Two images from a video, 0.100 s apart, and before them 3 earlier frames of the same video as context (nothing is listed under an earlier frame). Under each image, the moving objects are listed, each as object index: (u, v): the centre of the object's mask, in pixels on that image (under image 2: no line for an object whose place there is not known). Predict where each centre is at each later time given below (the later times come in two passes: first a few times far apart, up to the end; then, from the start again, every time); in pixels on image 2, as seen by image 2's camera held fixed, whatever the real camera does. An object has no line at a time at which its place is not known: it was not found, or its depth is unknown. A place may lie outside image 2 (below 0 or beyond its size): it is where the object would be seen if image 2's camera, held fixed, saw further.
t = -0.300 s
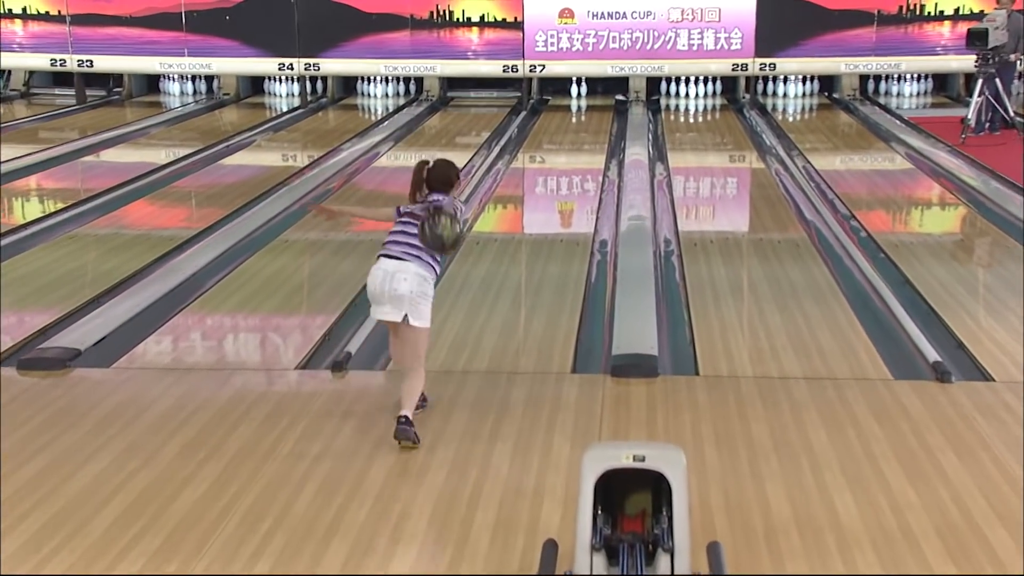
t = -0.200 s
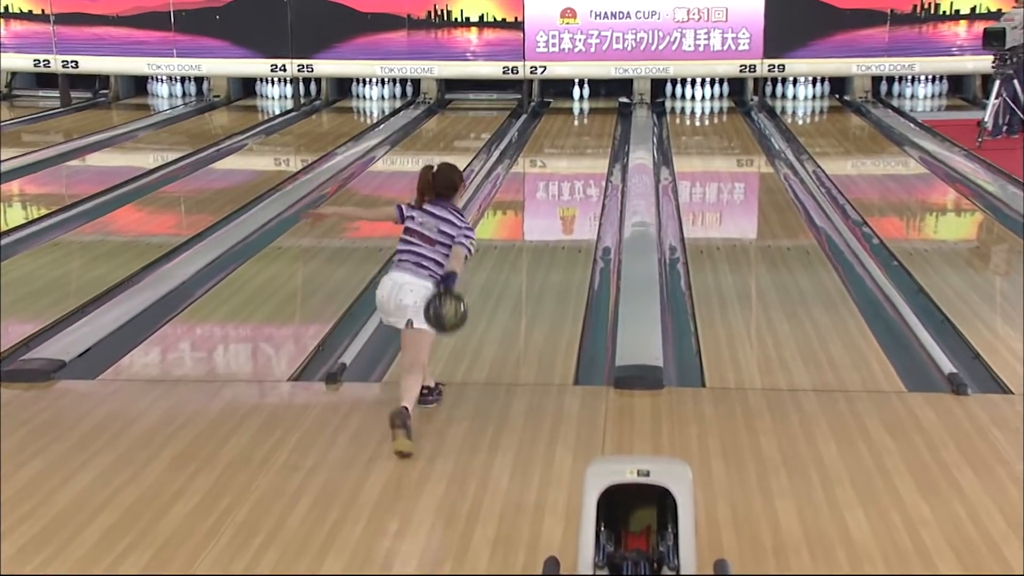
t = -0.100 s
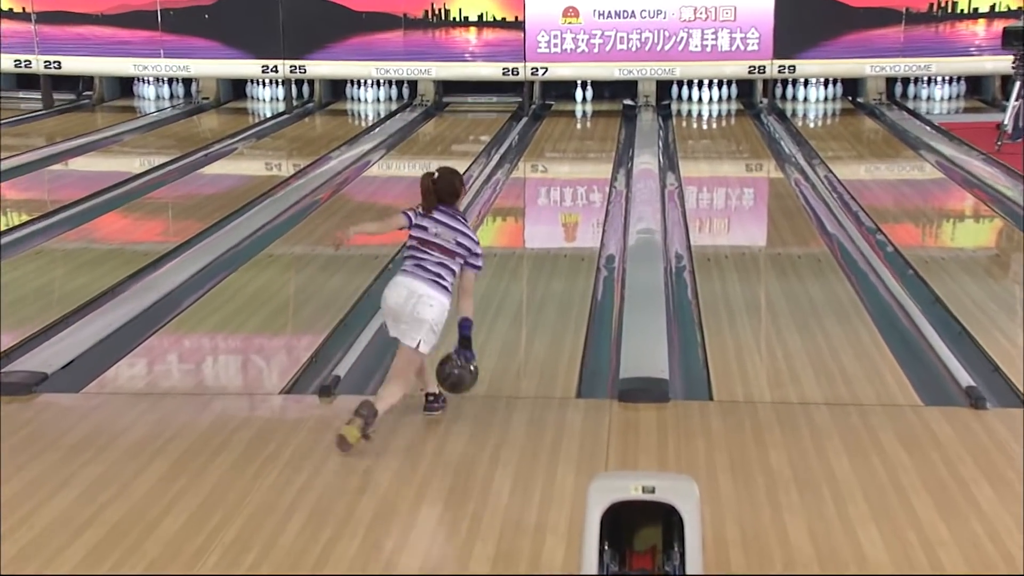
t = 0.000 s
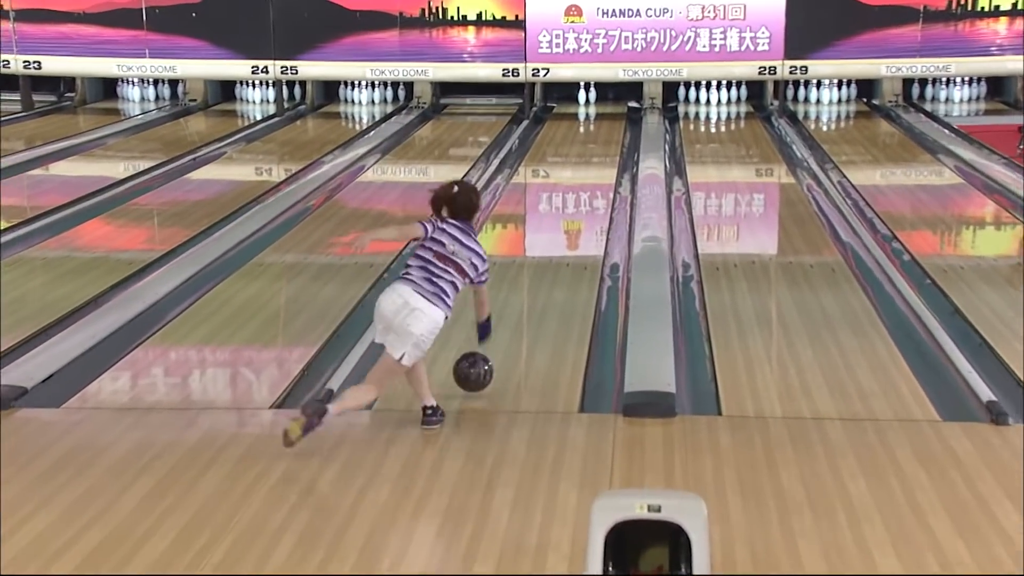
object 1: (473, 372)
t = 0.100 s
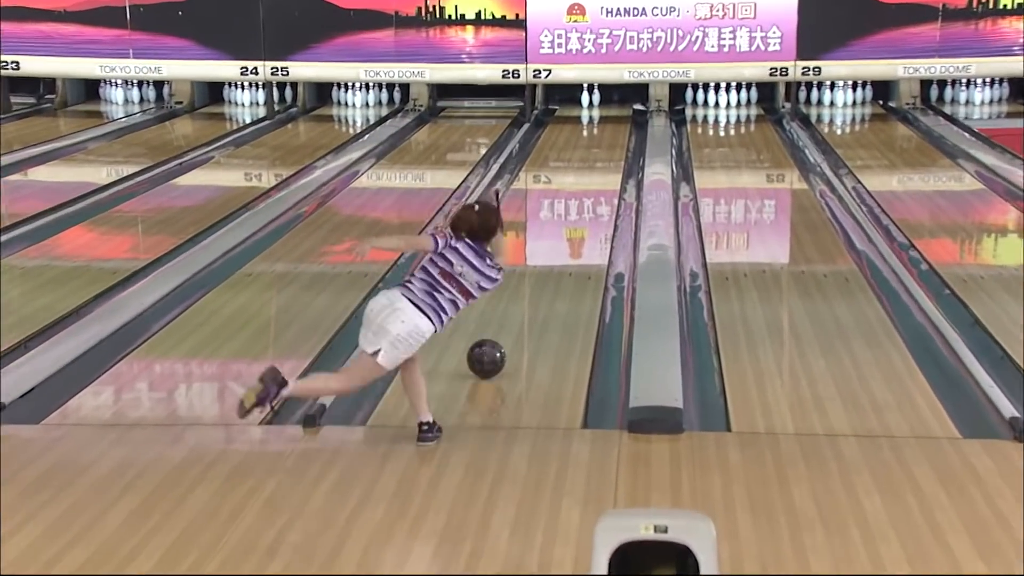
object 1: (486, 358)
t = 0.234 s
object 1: (502, 320)
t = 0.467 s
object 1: (523, 269)
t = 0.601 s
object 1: (532, 246)
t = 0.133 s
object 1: (491, 348)
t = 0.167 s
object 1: (495, 338)
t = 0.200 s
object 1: (498, 329)
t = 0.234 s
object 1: (502, 320)
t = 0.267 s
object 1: (505, 311)
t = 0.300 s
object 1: (508, 303)
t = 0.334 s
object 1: (512, 296)
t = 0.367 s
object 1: (515, 289)
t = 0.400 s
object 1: (519, 282)
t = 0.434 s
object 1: (521, 275)
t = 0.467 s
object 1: (523, 269)
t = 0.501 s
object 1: (525, 263)
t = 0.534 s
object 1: (528, 257)
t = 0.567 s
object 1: (530, 251)
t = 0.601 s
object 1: (532, 246)
